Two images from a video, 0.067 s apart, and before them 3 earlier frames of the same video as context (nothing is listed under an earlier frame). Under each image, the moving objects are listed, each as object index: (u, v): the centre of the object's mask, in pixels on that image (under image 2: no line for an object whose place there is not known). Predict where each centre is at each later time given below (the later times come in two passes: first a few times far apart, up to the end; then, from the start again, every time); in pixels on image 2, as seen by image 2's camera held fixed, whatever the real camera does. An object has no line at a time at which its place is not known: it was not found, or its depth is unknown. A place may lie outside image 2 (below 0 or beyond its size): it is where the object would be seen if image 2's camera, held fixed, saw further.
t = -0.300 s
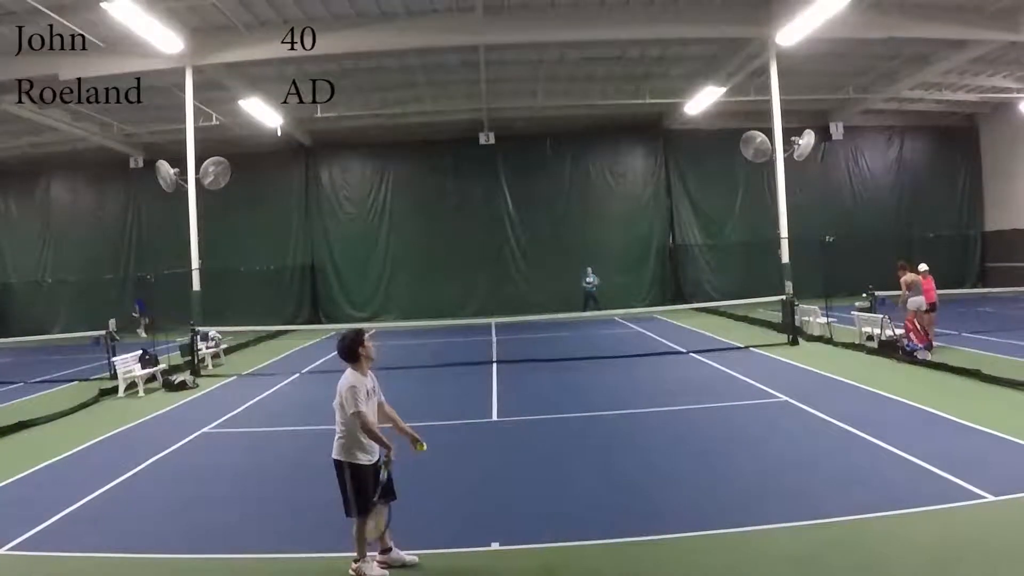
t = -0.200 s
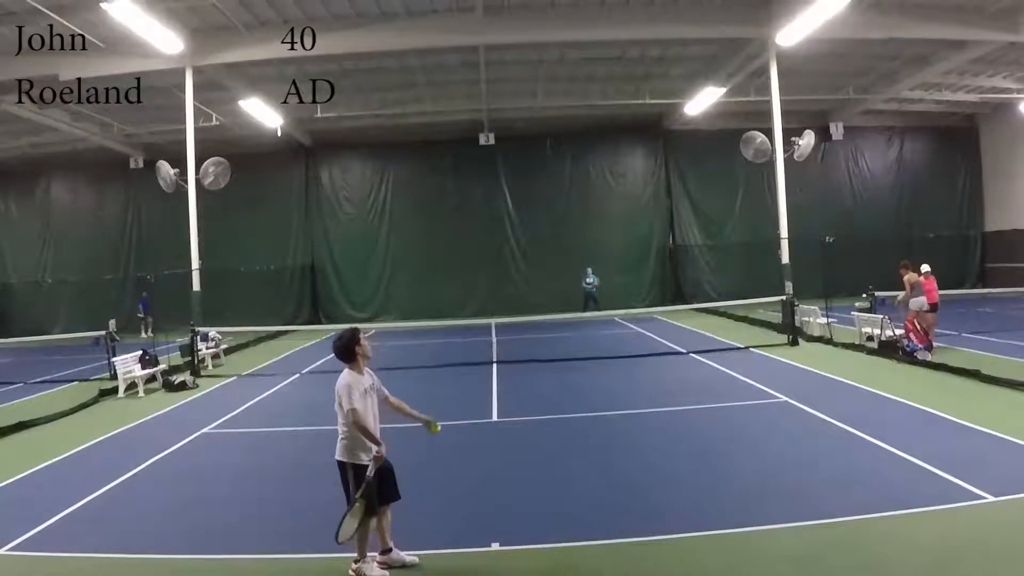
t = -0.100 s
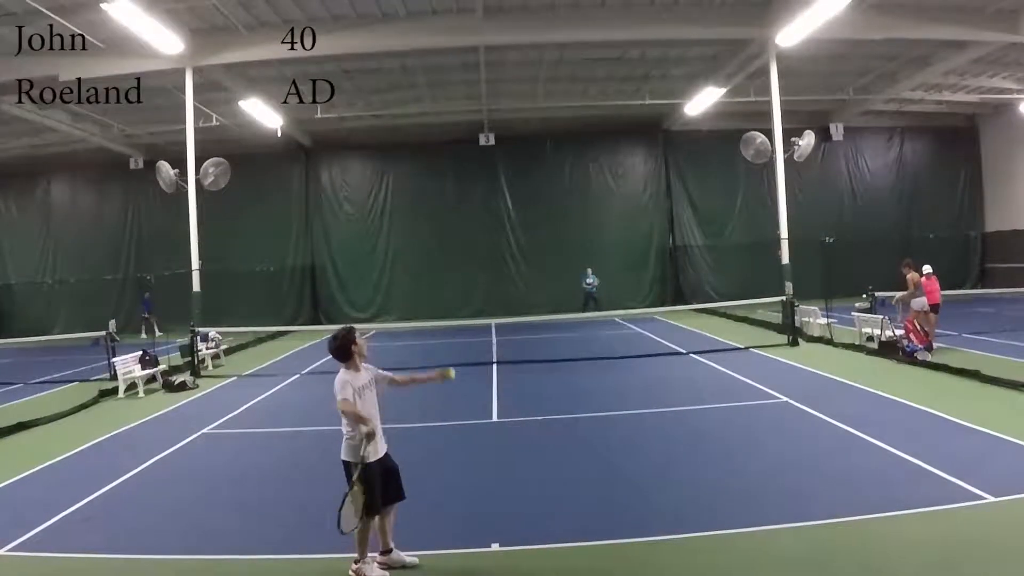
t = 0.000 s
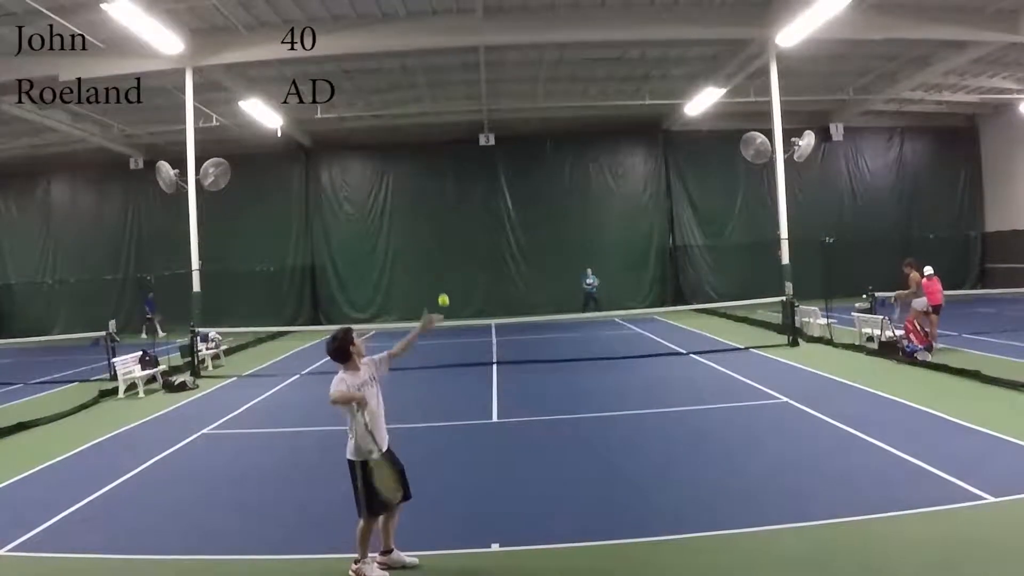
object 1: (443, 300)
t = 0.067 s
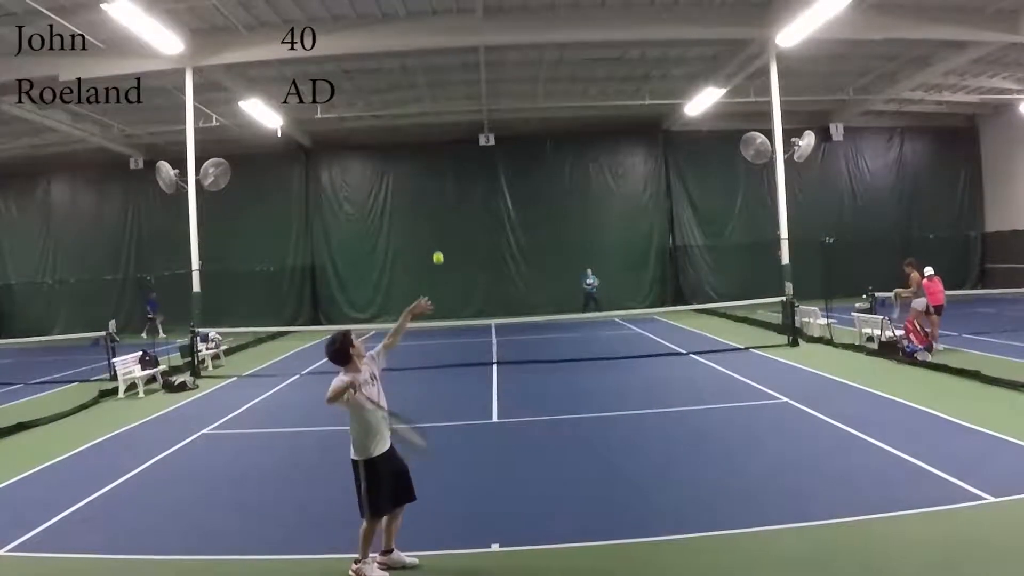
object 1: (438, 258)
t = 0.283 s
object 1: (424, 164)
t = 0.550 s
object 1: (411, 138)
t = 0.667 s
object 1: (406, 156)
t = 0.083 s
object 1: (437, 248)
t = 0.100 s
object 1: (435, 239)
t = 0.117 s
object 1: (434, 230)
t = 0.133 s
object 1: (433, 221)
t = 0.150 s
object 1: (432, 214)
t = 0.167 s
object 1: (431, 206)
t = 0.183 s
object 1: (429, 199)
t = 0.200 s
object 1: (428, 192)
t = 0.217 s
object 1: (427, 186)
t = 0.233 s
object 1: (426, 180)
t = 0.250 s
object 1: (425, 174)
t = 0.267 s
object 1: (424, 169)
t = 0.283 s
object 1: (424, 164)
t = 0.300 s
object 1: (423, 160)
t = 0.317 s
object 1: (422, 156)
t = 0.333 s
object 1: (421, 152)
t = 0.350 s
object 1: (420, 149)
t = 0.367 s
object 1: (419, 146)
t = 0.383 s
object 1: (418, 143)
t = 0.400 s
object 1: (417, 141)
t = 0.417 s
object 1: (417, 139)
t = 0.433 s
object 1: (416, 138)
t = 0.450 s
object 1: (415, 137)
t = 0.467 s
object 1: (414, 136)
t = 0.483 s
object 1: (413, 136)
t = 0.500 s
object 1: (413, 136)
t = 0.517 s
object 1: (412, 136)
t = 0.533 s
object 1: (411, 137)
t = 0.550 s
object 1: (411, 138)
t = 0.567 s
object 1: (410, 140)
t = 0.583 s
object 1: (409, 141)
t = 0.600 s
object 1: (409, 144)
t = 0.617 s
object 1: (408, 146)
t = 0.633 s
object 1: (408, 149)
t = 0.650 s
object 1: (407, 152)
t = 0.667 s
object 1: (406, 156)
